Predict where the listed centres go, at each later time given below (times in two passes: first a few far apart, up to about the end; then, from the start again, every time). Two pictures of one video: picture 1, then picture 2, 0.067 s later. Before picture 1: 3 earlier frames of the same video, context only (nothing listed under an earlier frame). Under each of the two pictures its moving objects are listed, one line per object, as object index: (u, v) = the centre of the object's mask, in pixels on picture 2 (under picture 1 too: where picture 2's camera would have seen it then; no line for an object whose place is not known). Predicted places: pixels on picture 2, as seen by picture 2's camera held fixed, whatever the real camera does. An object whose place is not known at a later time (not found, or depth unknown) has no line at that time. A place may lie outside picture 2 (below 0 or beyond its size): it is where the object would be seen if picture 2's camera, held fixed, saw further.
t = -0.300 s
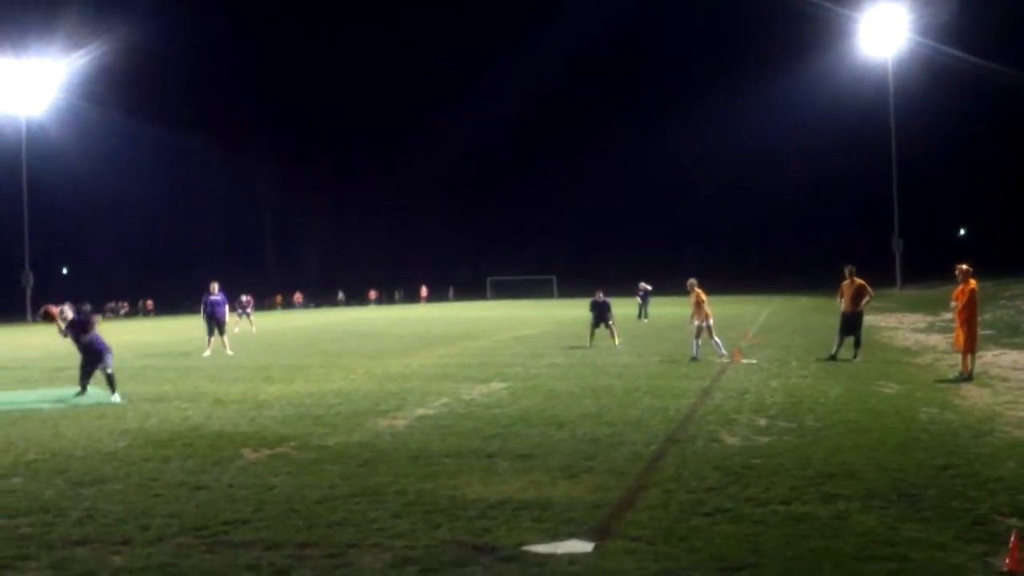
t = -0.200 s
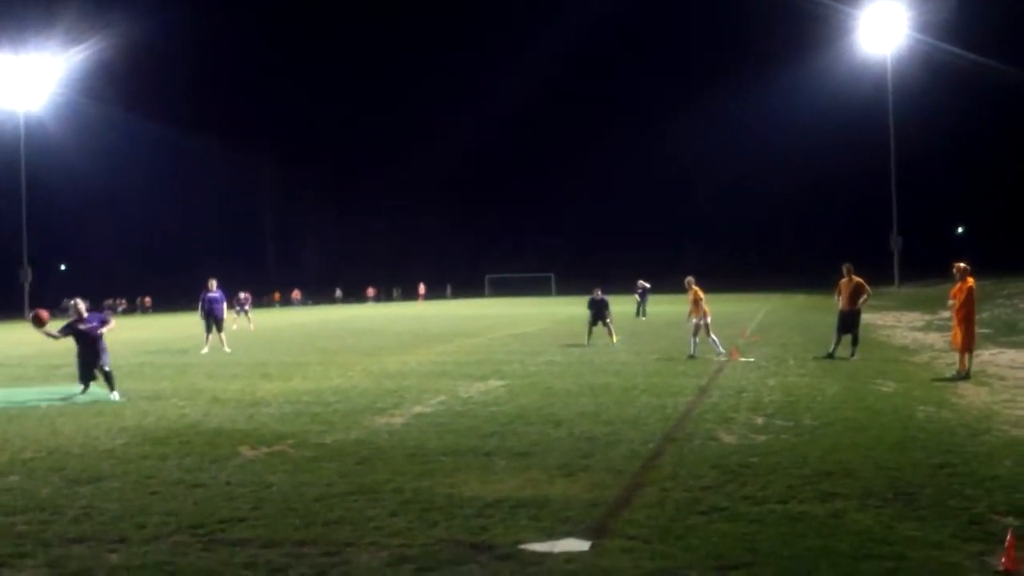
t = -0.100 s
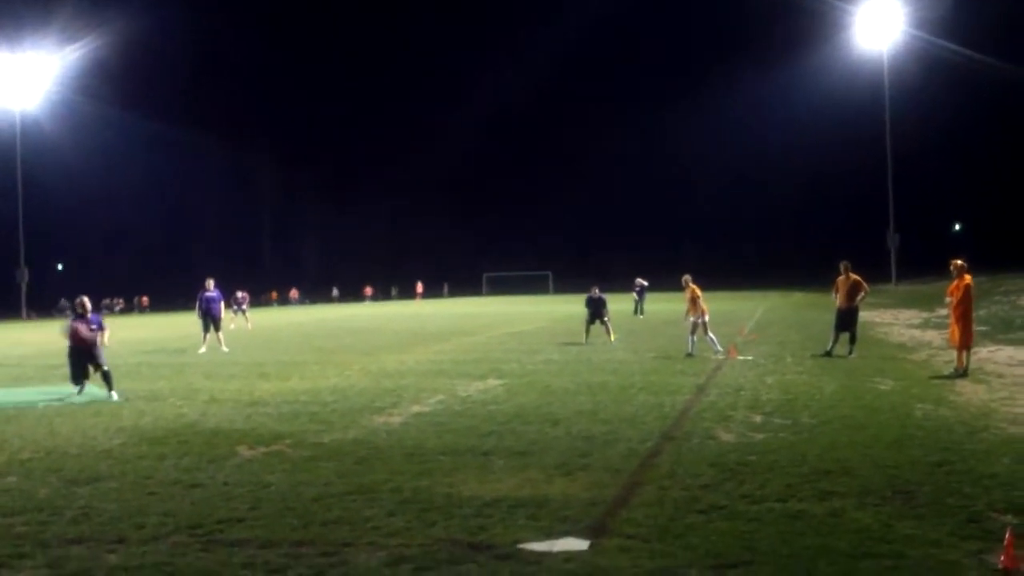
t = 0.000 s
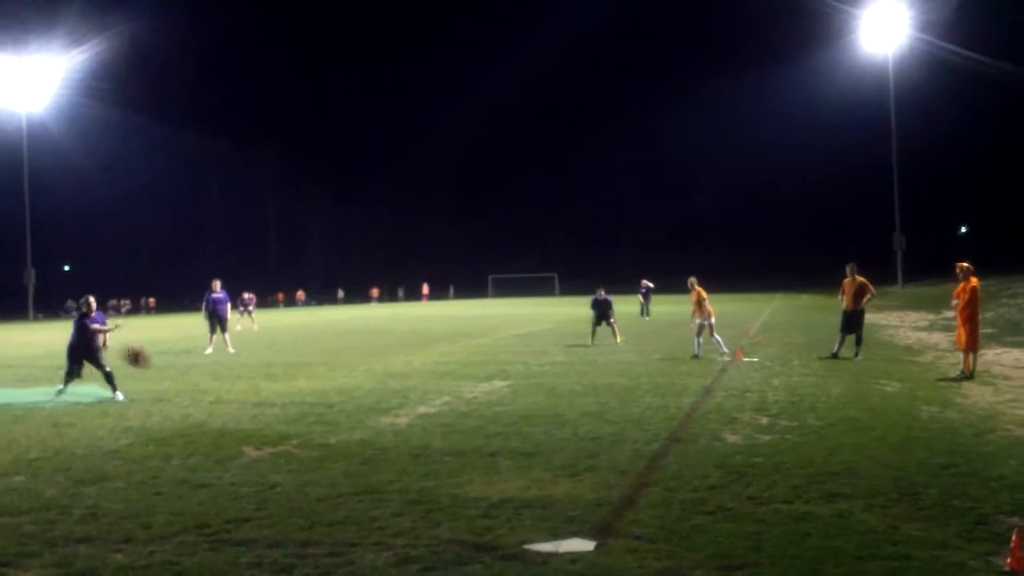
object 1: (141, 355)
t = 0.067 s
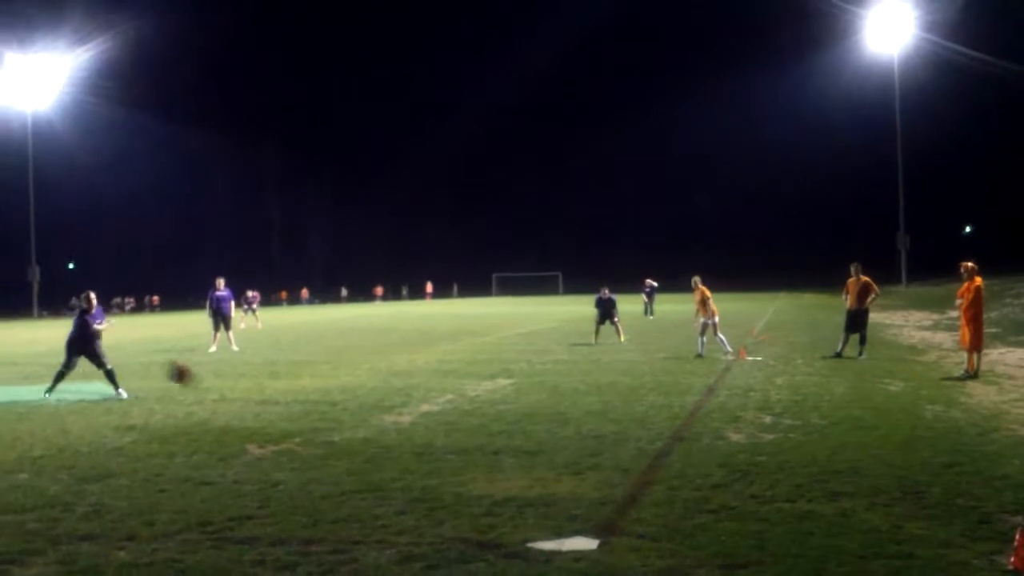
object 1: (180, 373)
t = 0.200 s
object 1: (277, 428)
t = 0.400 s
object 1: (340, 416)
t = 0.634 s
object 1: (416, 448)
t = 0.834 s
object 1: (481, 468)
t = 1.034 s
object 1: (546, 482)
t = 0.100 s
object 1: (202, 385)
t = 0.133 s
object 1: (226, 397)
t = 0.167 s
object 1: (250, 411)
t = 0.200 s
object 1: (277, 428)
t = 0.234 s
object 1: (298, 434)
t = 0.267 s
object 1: (305, 428)
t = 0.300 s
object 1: (316, 423)
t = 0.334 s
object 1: (323, 420)
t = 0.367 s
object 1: (332, 417)
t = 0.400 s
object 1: (340, 416)
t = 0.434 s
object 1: (351, 415)
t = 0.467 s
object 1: (361, 417)
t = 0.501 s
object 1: (371, 419)
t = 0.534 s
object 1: (381, 423)
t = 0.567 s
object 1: (392, 429)
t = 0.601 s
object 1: (404, 437)
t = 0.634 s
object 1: (416, 448)
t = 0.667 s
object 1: (428, 460)
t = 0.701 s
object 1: (441, 474)
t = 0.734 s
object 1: (452, 484)
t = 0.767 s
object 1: (463, 478)
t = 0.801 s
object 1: (472, 473)
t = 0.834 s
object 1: (481, 468)
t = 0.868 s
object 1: (491, 467)
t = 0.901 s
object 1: (502, 467)
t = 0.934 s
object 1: (512, 467)
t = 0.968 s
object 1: (523, 470)
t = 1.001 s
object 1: (534, 475)
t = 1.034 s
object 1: (546, 482)
